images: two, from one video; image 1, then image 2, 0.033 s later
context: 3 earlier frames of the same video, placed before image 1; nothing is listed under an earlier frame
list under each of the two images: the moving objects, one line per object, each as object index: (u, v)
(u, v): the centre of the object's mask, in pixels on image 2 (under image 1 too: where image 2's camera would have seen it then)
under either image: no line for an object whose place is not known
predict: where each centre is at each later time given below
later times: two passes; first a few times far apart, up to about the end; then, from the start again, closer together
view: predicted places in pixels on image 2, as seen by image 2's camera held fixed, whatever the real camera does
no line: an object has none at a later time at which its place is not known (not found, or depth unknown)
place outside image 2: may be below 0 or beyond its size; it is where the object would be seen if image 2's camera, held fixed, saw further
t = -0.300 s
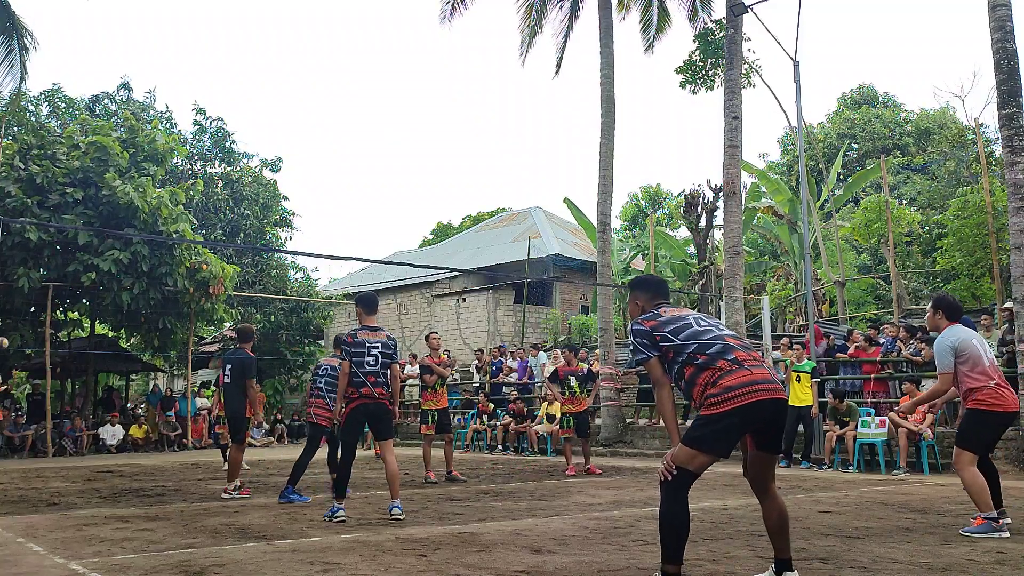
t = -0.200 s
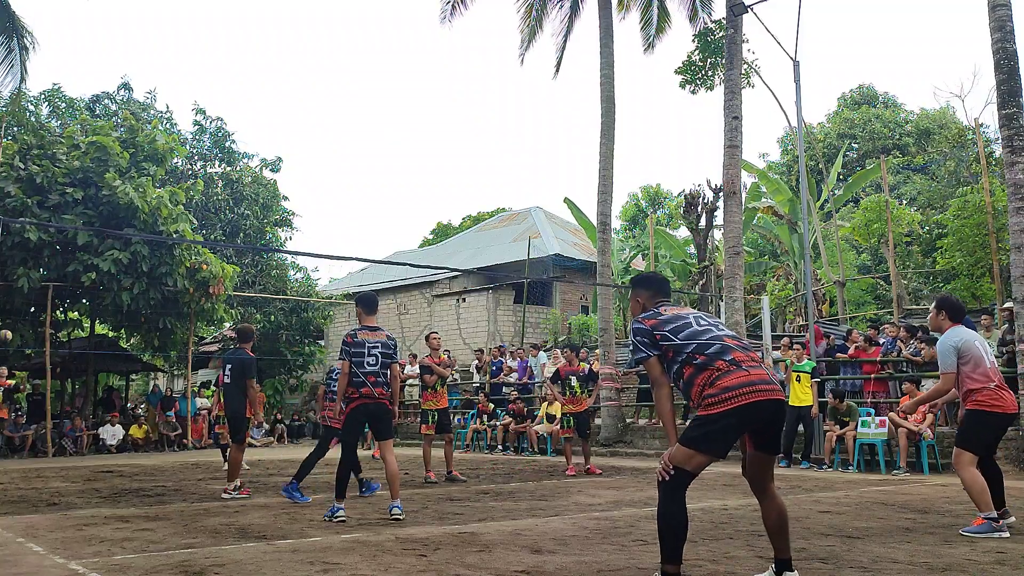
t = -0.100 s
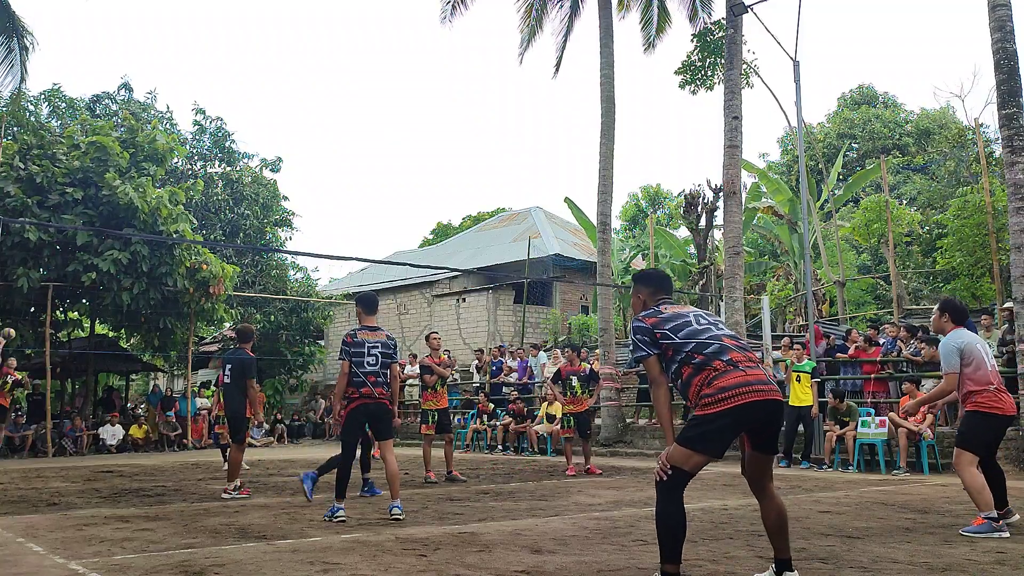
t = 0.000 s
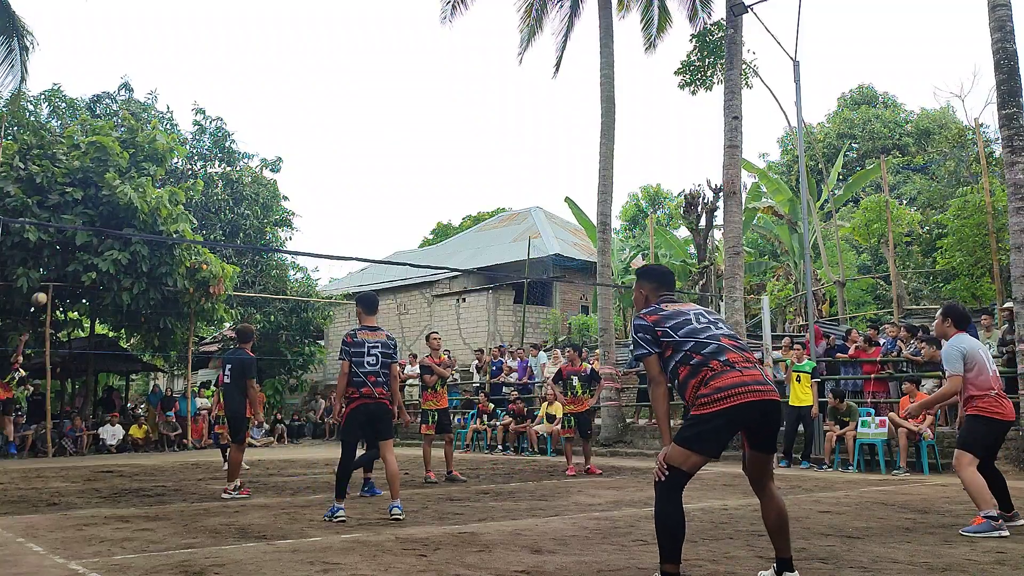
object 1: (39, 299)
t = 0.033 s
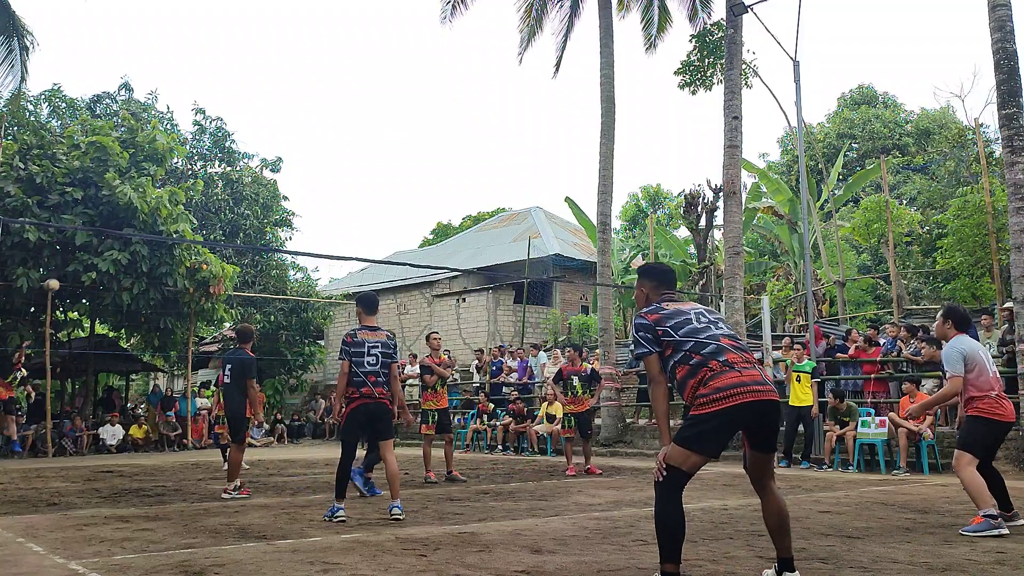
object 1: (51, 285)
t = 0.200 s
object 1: (114, 222)
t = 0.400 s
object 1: (201, 160)
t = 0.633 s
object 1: (341, 117)
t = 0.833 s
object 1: (508, 122)
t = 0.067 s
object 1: (64, 272)
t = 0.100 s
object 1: (76, 258)
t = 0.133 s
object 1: (89, 246)
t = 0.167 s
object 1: (101, 235)
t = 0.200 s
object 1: (114, 222)
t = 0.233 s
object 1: (127, 211)
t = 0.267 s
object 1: (139, 199)
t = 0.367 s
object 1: (184, 170)
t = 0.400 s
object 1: (201, 160)
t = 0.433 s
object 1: (218, 151)
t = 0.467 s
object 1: (237, 144)
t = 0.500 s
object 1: (255, 137)
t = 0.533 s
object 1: (275, 131)
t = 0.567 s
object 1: (296, 125)
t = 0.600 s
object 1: (318, 121)
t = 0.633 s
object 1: (341, 117)
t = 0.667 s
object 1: (365, 114)
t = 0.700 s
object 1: (391, 113)
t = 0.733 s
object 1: (418, 113)
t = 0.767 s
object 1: (446, 114)
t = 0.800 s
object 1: (476, 118)
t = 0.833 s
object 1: (508, 122)
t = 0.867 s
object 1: (543, 129)
